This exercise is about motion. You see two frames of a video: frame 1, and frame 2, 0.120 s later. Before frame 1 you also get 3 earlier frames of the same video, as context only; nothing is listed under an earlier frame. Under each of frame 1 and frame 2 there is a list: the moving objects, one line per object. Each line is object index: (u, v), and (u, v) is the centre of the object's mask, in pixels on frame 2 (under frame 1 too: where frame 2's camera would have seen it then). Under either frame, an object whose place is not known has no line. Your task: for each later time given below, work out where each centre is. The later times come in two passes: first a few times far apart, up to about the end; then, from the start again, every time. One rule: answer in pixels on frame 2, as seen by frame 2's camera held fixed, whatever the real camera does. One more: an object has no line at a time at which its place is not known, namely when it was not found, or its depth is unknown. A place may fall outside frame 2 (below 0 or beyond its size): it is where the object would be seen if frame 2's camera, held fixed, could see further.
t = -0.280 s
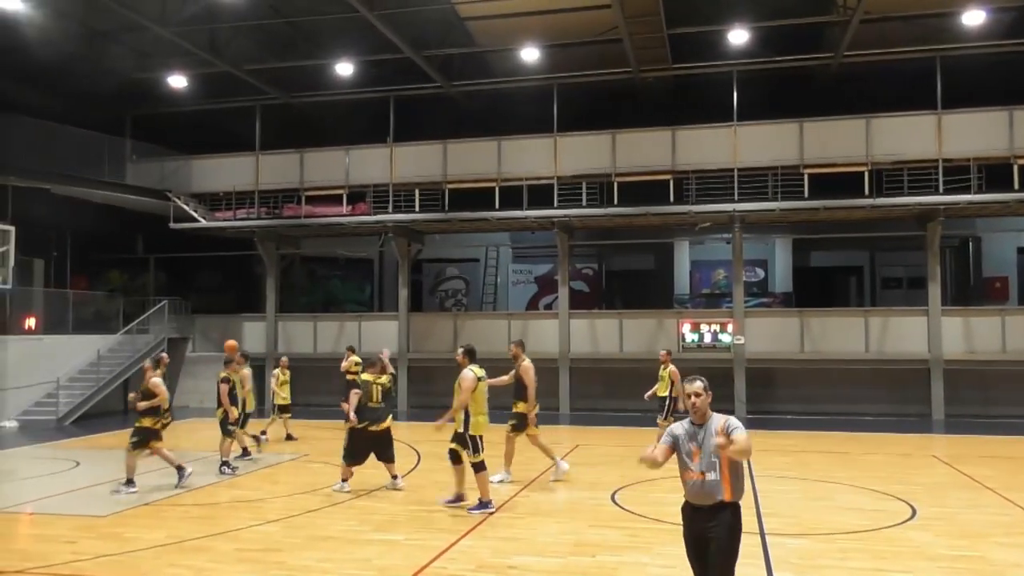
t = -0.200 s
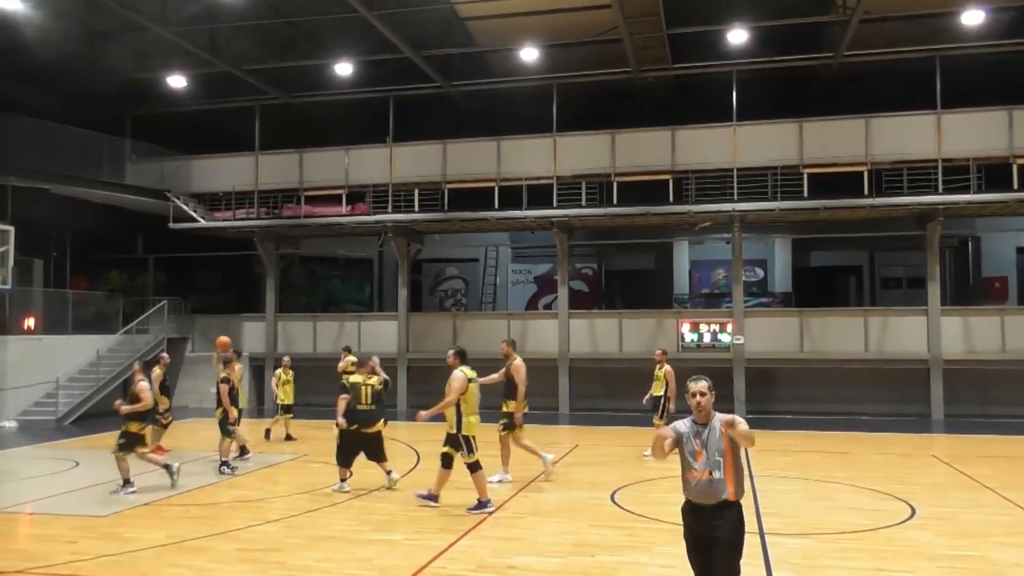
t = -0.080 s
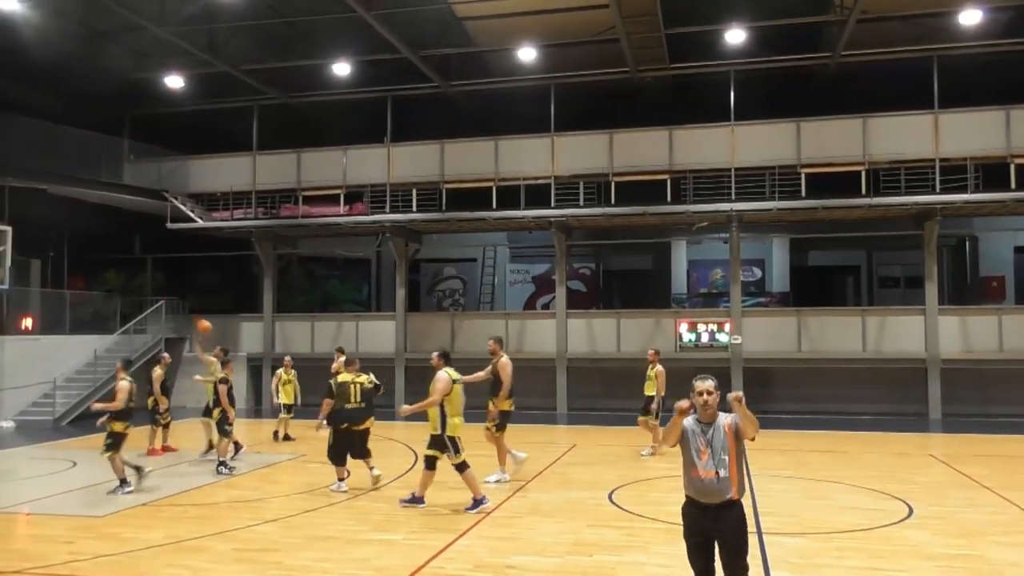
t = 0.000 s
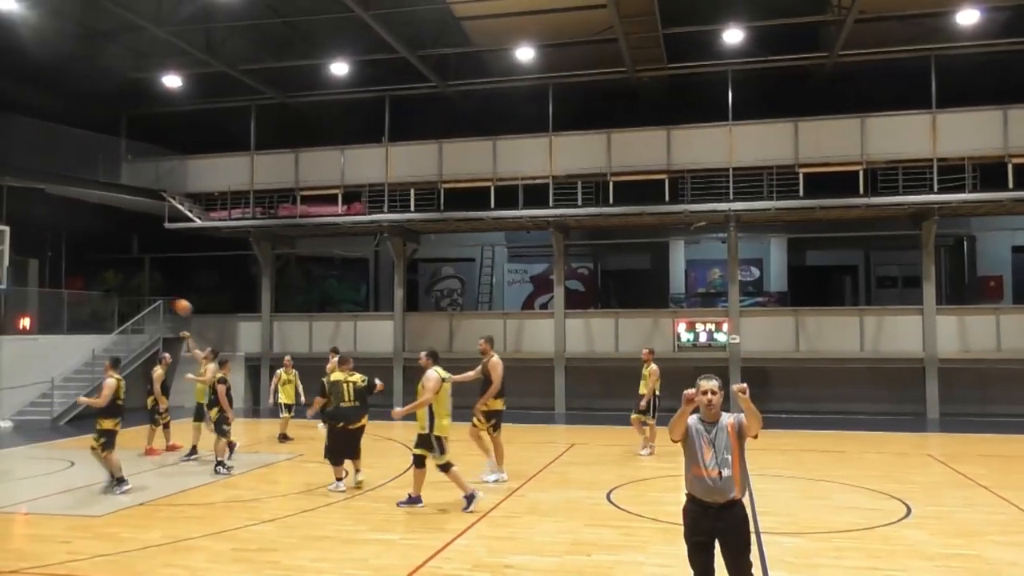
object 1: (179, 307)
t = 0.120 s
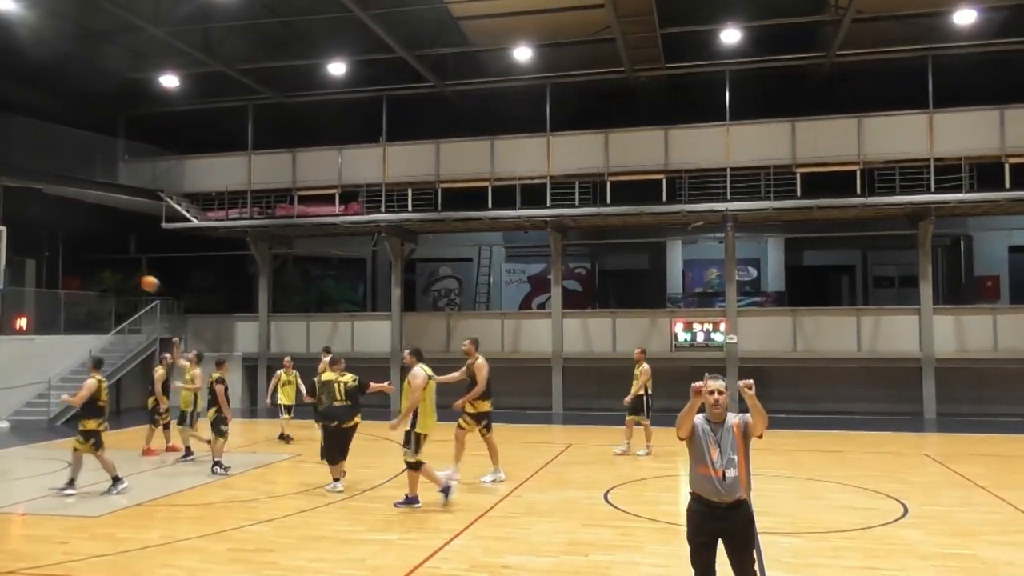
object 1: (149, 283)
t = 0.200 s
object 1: (128, 272)
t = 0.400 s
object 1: (75, 259)
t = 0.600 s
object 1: (21, 270)
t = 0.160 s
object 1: (139, 277)
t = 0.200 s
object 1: (128, 272)
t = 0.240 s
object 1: (117, 267)
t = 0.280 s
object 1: (107, 264)
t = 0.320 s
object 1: (97, 261)
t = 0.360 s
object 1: (86, 260)
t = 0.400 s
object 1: (75, 259)
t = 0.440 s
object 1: (65, 259)
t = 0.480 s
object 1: (54, 260)
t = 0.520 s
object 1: (43, 263)
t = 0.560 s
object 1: (32, 266)
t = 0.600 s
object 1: (21, 270)
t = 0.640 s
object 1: (15, 274)
